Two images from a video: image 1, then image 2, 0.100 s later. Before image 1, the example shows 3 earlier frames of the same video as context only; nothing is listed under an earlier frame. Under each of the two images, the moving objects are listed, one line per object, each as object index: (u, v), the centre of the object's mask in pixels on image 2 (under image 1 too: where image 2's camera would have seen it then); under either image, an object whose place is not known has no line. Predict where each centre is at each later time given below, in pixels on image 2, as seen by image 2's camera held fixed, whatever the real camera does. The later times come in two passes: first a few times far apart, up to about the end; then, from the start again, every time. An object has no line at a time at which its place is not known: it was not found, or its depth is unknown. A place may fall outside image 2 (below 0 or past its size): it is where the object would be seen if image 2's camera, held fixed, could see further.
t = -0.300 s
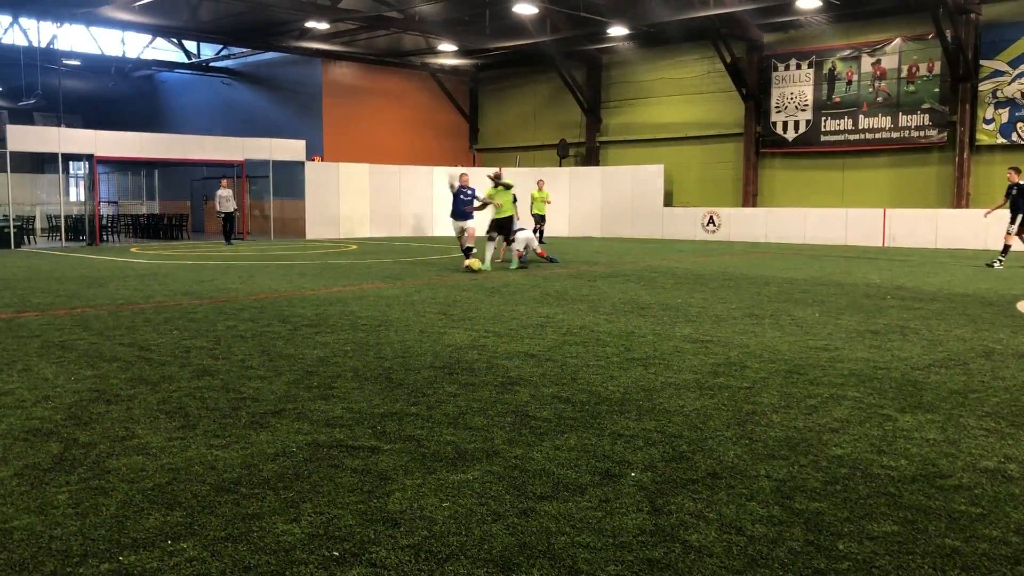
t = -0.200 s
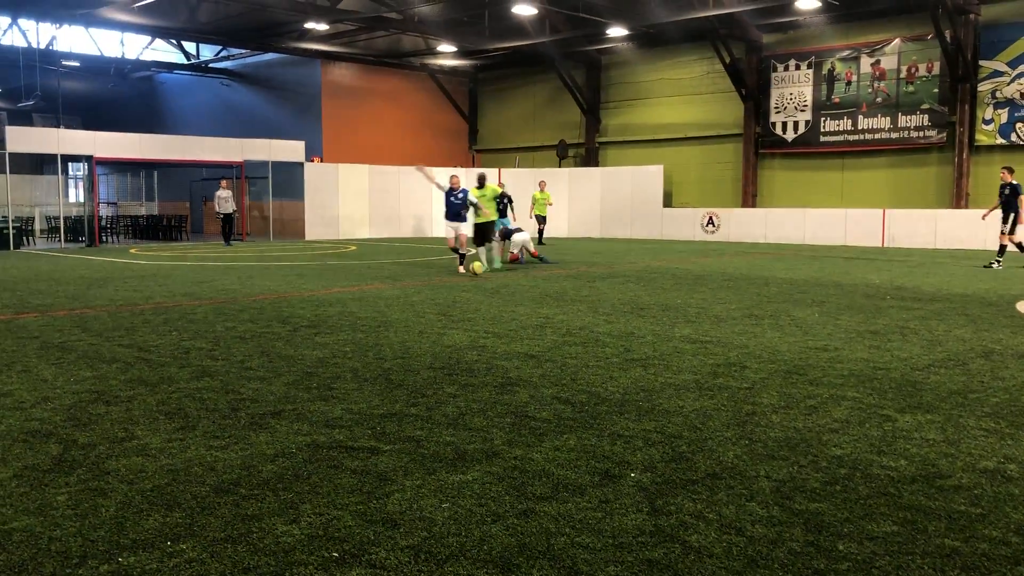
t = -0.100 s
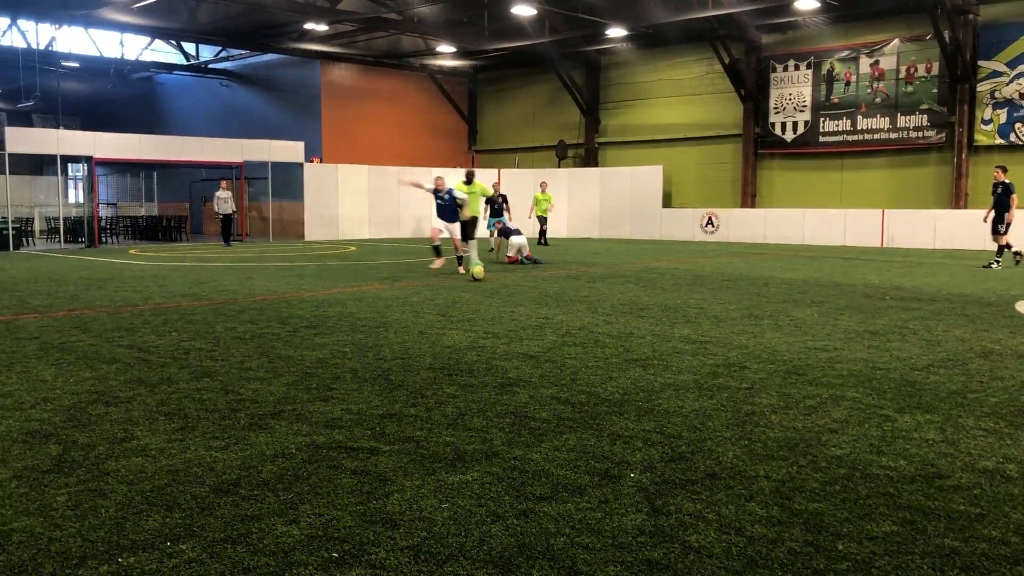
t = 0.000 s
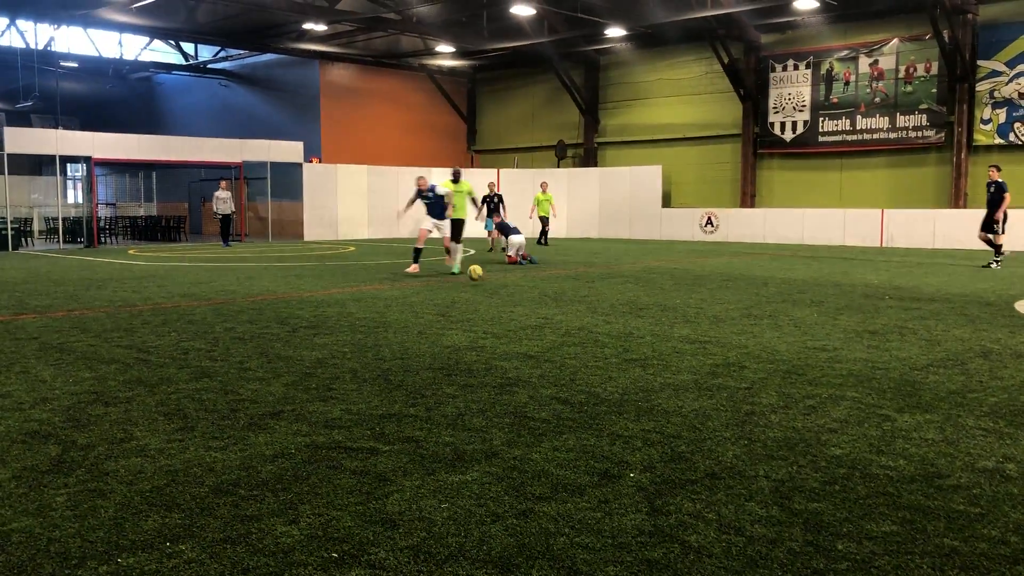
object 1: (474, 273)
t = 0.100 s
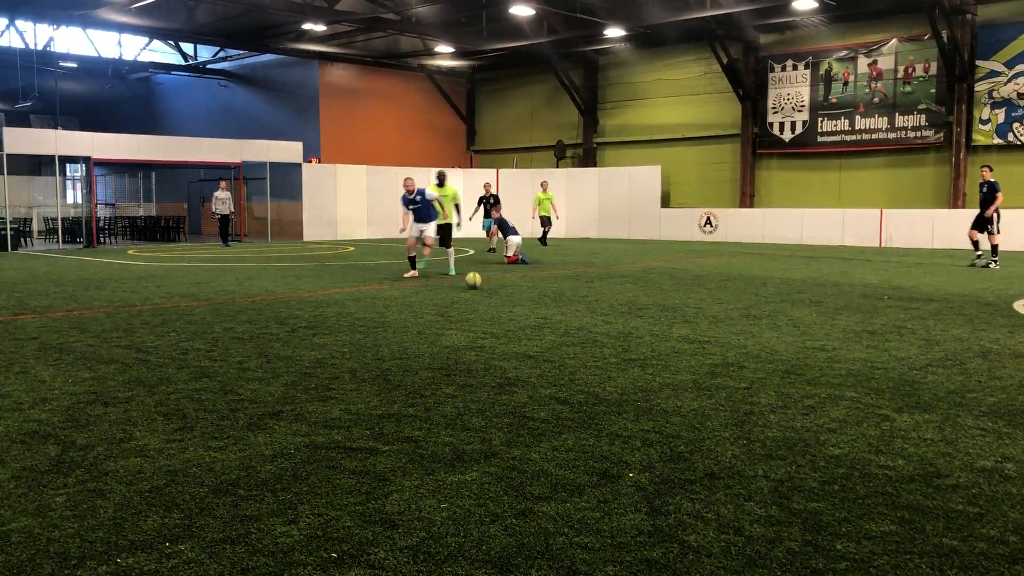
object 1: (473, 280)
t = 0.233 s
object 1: (469, 283)
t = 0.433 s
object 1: (460, 291)
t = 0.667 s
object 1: (449, 303)
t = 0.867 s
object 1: (439, 314)
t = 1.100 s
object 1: (424, 323)
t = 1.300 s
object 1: (407, 338)
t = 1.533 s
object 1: (388, 357)
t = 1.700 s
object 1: (371, 372)
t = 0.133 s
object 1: (473, 283)
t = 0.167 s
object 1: (471, 282)
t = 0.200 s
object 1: (470, 282)
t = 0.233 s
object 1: (469, 283)
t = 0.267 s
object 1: (467, 285)
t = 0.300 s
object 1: (466, 287)
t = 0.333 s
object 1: (465, 290)
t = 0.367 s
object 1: (463, 290)
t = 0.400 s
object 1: (462, 290)
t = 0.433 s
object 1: (460, 291)
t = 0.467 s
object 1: (459, 293)
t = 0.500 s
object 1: (458, 297)
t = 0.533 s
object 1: (456, 299)
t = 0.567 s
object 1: (455, 298)
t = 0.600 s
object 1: (453, 299)
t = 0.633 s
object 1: (451, 300)
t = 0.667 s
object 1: (449, 303)
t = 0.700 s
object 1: (448, 306)
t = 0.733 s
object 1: (446, 308)
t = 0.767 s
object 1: (445, 308)
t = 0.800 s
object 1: (443, 309)
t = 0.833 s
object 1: (441, 311)
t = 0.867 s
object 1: (439, 314)
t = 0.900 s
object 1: (437, 316)
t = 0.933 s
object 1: (435, 317)
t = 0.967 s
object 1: (432, 318)
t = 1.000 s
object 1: (431, 320)
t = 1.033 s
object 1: (428, 324)
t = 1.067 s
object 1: (426, 324)
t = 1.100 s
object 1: (424, 323)
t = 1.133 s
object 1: (421, 326)
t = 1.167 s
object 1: (419, 330)
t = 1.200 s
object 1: (416, 333)
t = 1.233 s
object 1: (414, 334)
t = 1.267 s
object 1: (411, 335)
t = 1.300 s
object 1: (407, 338)
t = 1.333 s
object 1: (406, 341)
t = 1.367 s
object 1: (403, 345)
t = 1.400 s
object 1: (400, 347)
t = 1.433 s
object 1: (399, 343)
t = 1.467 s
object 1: (394, 351)
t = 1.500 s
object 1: (392, 354)
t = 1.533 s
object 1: (388, 357)
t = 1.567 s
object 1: (385, 359)
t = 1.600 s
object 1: (382, 362)
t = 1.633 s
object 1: (378, 367)
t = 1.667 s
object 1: (375, 370)
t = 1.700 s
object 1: (371, 372)
